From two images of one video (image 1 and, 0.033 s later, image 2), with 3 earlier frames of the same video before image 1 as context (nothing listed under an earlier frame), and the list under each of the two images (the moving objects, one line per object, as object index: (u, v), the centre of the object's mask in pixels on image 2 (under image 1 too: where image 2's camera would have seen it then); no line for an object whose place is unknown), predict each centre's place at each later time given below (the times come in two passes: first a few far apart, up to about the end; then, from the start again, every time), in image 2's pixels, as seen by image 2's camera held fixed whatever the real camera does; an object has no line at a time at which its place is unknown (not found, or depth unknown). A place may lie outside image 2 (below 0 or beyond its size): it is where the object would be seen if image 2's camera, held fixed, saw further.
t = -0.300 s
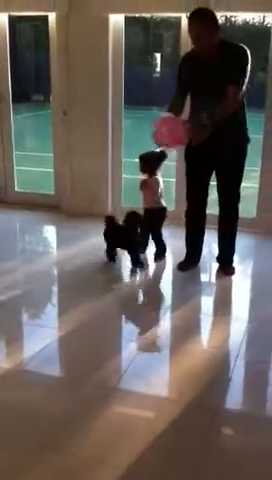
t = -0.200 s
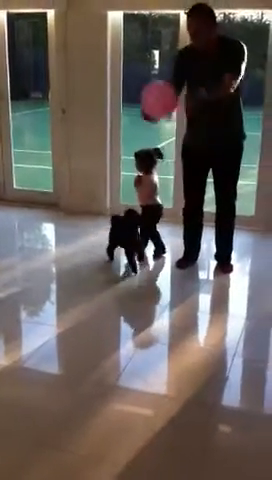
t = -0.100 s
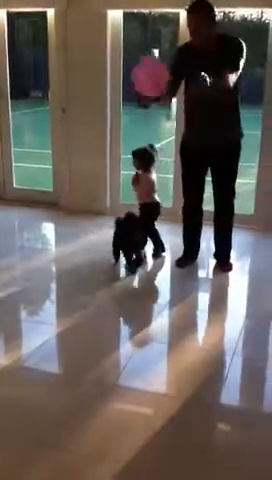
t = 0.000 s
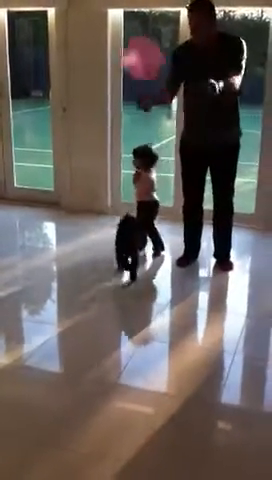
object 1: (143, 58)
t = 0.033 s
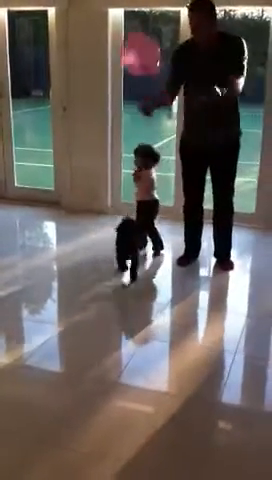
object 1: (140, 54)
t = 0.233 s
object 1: (123, 44)
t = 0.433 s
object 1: (104, 59)
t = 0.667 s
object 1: (92, 99)
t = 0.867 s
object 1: (88, 146)
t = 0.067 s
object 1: (137, 49)
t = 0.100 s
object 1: (132, 47)
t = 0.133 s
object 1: (130, 46)
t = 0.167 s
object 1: (128, 44)
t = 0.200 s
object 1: (127, 44)
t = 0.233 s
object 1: (123, 44)
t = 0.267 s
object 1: (118, 44)
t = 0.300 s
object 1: (116, 46)
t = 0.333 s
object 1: (112, 49)
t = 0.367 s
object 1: (111, 52)
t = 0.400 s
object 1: (107, 56)
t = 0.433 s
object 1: (104, 59)
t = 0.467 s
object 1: (102, 63)
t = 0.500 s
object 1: (99, 67)
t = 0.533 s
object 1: (99, 74)
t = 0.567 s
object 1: (96, 78)
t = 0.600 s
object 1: (95, 84)
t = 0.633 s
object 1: (93, 93)
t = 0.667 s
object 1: (92, 99)
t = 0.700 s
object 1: (91, 106)
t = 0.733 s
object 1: (90, 114)
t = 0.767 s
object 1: (88, 122)
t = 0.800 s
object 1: (88, 129)
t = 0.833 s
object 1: (87, 135)
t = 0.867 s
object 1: (88, 146)
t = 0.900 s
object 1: (89, 155)
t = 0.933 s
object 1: (89, 162)
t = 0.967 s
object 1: (89, 172)
